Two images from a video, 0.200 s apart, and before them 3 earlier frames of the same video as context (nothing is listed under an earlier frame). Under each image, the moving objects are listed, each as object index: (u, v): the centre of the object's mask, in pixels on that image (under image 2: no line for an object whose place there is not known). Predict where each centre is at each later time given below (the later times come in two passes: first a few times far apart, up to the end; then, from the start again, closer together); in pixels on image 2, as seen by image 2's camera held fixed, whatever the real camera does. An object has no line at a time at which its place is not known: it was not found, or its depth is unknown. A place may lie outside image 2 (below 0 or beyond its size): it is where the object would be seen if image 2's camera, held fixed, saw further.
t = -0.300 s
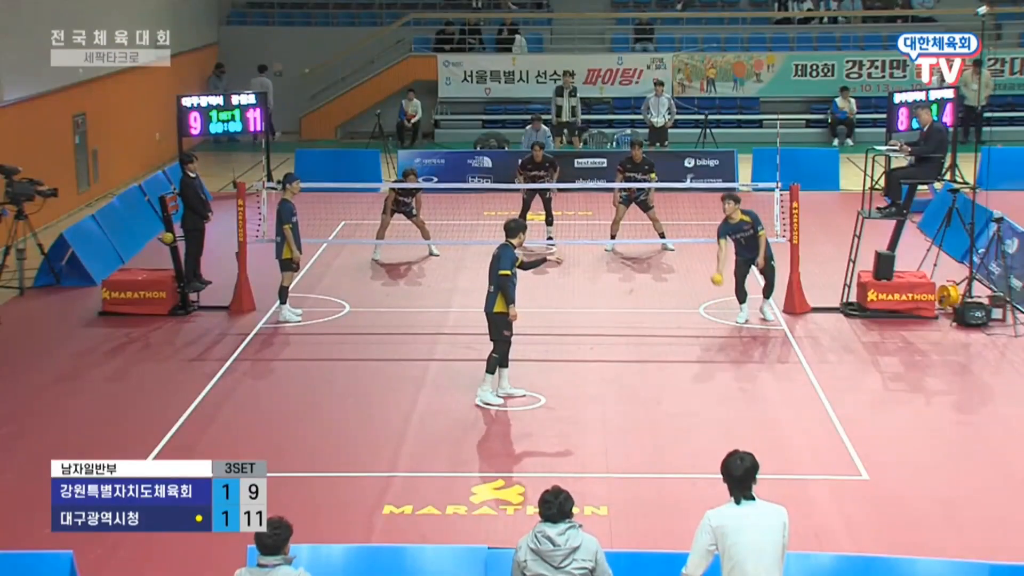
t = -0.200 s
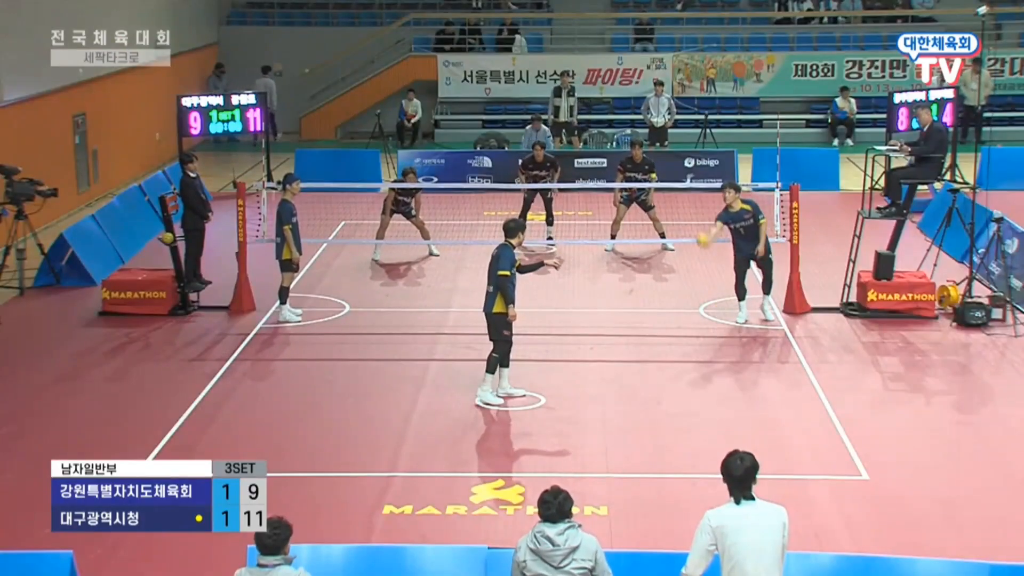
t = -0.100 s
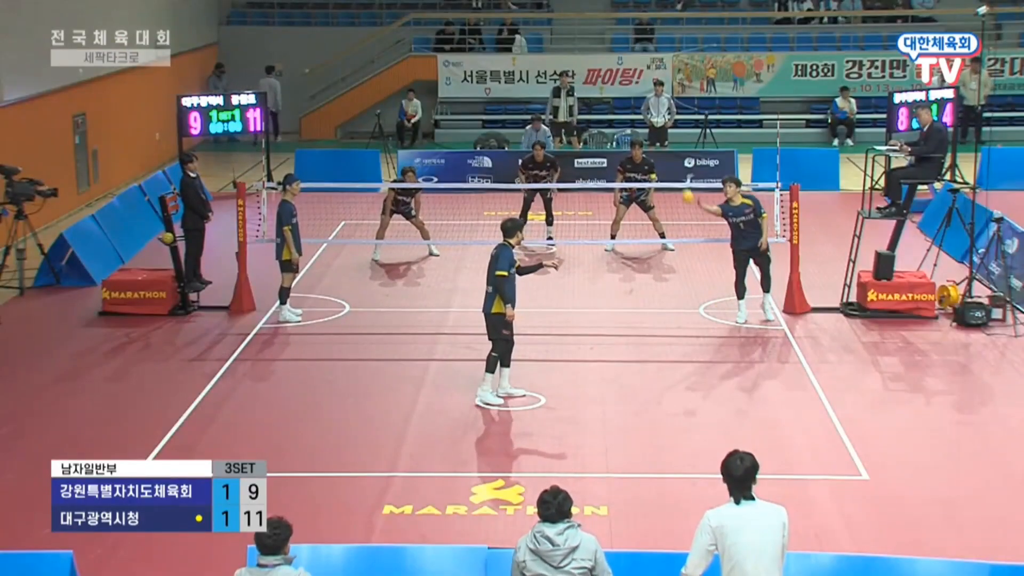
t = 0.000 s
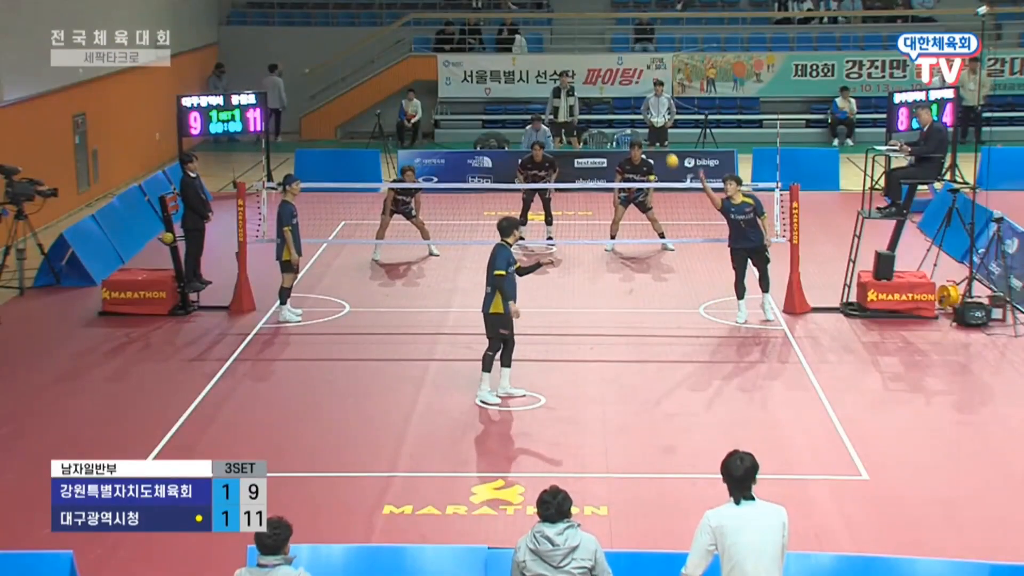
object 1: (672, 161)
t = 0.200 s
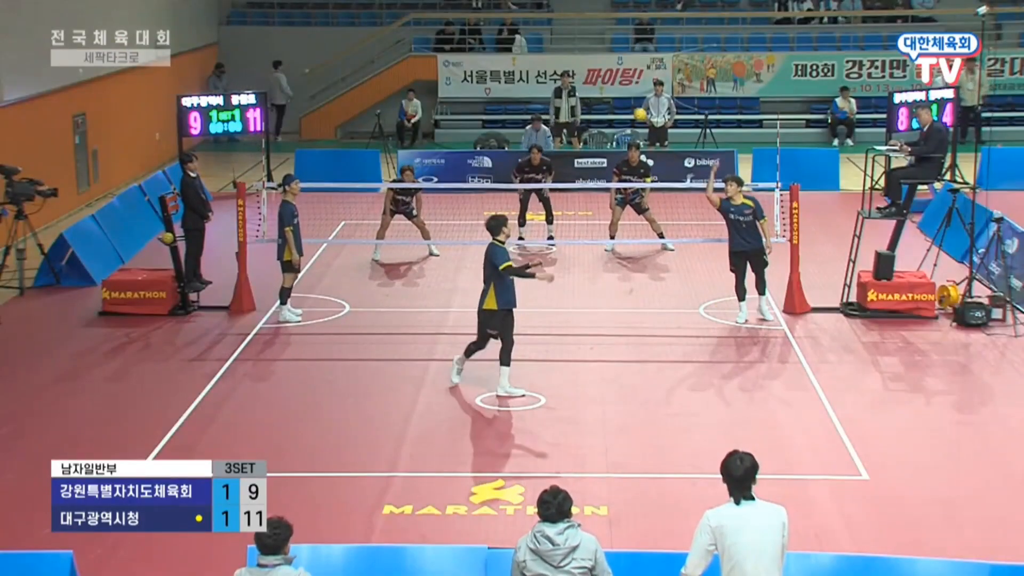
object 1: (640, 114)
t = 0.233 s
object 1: (634, 110)
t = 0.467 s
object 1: (595, 110)
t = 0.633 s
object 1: (565, 142)
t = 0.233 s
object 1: (634, 110)
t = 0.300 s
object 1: (623, 105)
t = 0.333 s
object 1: (617, 104)
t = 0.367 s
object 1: (612, 104)
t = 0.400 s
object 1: (606, 105)
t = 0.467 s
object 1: (595, 110)
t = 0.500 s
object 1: (589, 114)
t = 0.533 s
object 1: (582, 120)
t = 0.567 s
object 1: (577, 127)
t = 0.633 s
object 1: (565, 142)
